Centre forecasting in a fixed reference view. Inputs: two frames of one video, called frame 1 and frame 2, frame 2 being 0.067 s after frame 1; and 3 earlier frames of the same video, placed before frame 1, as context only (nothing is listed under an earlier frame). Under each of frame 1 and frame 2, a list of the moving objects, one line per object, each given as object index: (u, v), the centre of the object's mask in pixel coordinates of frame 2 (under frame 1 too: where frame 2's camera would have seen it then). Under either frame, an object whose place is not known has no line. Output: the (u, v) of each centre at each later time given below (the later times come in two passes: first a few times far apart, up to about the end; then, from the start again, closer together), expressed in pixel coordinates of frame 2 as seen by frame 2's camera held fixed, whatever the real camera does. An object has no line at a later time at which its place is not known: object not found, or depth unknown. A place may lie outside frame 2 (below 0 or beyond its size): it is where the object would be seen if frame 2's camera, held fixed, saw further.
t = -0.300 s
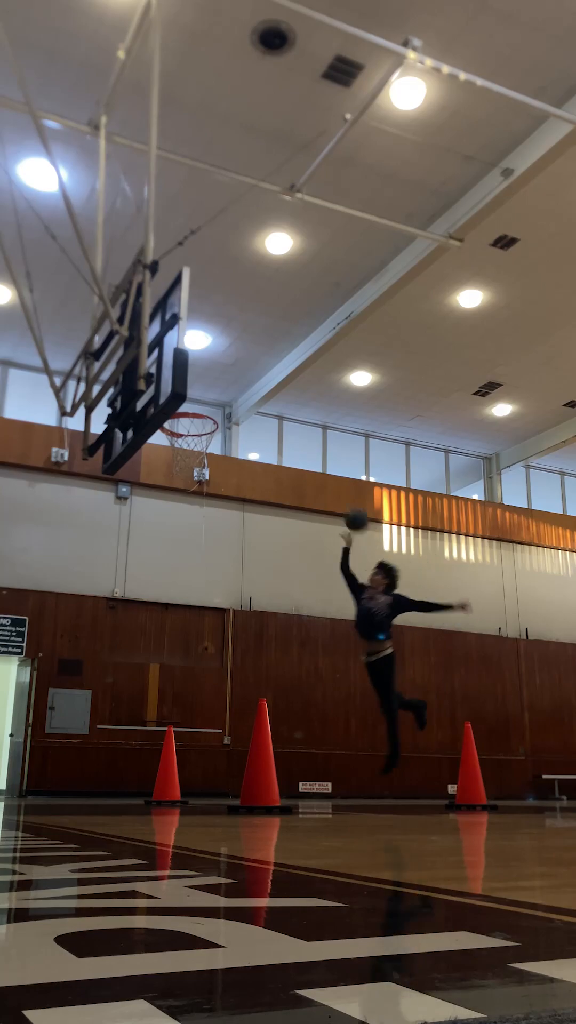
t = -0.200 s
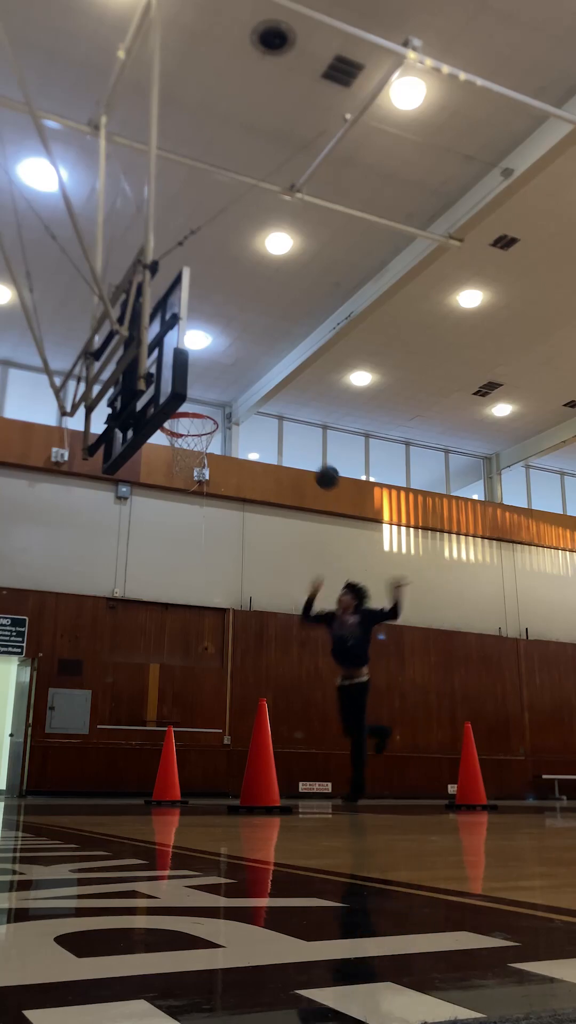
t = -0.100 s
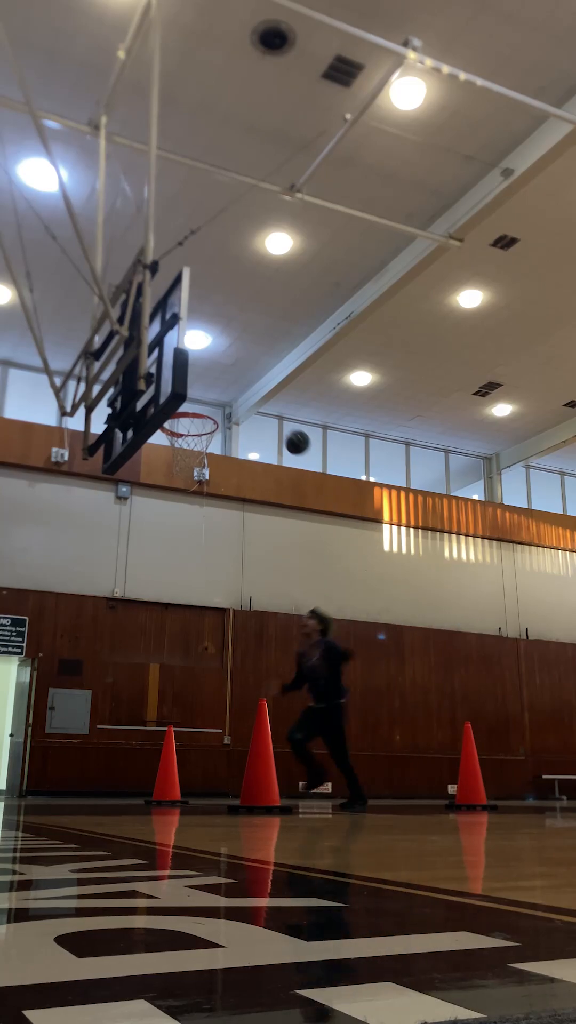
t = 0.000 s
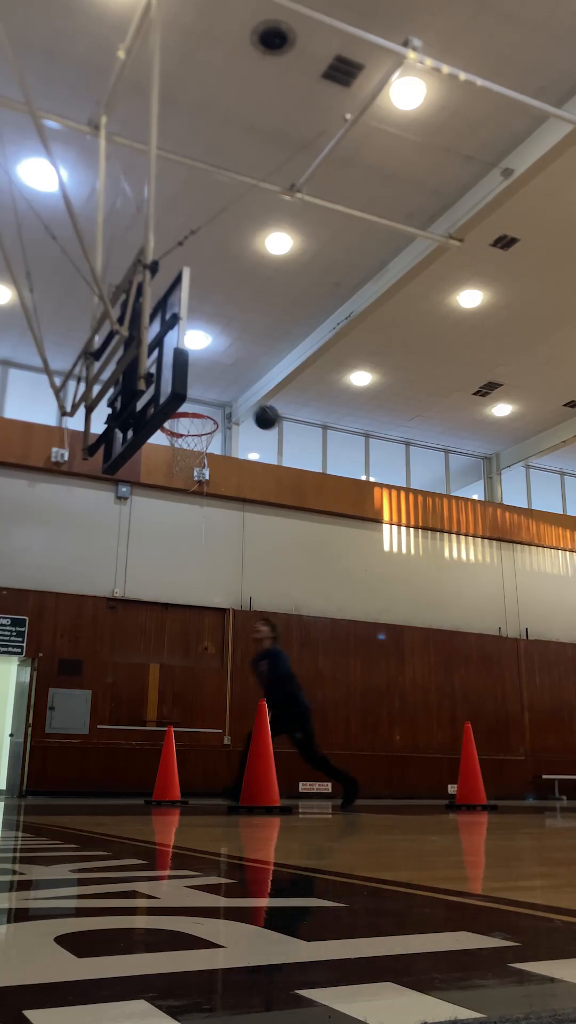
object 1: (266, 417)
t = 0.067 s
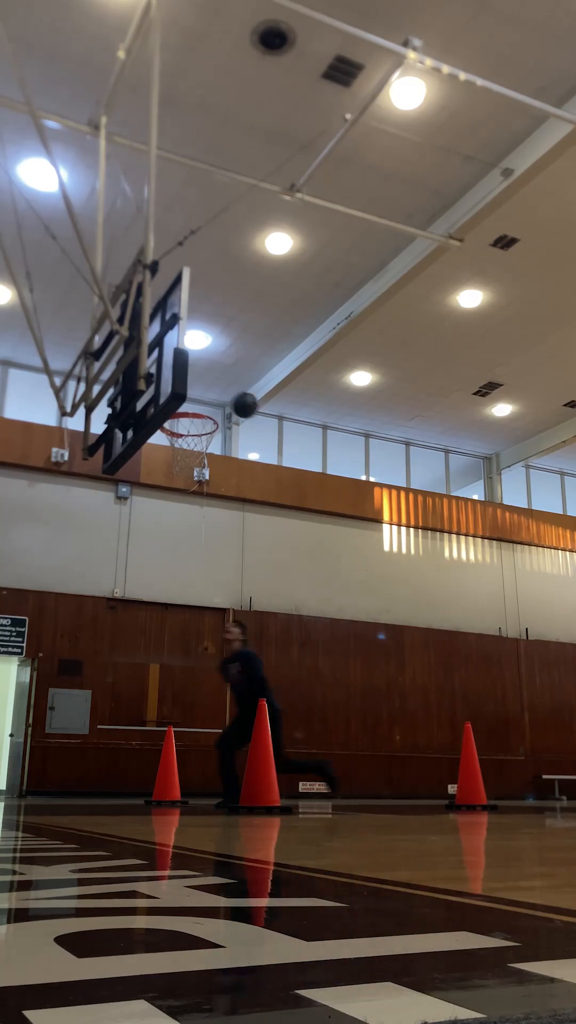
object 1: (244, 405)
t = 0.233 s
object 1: (192, 394)
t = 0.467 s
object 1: (193, 426)
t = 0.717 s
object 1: (191, 440)
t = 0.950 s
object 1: (206, 480)
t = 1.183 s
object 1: (205, 564)
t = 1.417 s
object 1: (201, 719)
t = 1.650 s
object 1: (192, 691)
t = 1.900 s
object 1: (179, 598)
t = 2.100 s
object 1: (167, 581)
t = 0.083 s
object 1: (239, 403)
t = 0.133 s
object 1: (223, 397)
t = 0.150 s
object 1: (217, 396)
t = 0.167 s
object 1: (211, 394)
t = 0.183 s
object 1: (205, 394)
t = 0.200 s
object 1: (200, 393)
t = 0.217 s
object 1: (196, 393)
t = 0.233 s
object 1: (192, 394)
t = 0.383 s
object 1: (173, 421)
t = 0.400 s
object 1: (178, 418)
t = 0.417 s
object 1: (181, 418)
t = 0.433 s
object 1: (185, 419)
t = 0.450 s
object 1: (189, 421)
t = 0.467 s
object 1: (193, 426)
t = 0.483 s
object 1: (199, 427)
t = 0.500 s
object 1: (201, 429)
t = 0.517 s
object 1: (198, 428)
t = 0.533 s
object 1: (194, 428)
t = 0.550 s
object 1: (190, 427)
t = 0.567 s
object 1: (186, 427)
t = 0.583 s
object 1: (183, 427)
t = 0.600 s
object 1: (179, 428)
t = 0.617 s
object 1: (176, 428)
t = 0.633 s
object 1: (177, 429)
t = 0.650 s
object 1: (180, 430)
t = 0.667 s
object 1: (182, 431)
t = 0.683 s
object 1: (185, 434)
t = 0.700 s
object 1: (188, 437)
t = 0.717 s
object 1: (191, 440)
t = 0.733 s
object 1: (194, 444)
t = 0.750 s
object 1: (196, 447)
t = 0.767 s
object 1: (199, 451)
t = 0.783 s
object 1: (201, 454)
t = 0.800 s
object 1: (202, 457)
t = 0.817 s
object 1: (204, 459)
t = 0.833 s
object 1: (204, 461)
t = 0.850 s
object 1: (205, 463)
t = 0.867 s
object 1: (205, 465)
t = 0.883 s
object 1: (206, 468)
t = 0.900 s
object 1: (206, 470)
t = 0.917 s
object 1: (206, 474)
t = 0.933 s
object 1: (206, 477)
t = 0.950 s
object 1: (206, 480)
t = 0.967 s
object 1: (205, 483)
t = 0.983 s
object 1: (205, 488)
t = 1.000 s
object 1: (205, 493)
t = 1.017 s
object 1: (205, 498)
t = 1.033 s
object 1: (205, 503)
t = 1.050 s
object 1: (205, 508)
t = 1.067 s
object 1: (205, 514)
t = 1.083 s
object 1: (205, 520)
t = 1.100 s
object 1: (205, 526)
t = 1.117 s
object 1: (205, 533)
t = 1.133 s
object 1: (205, 540)
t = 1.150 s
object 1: (205, 548)
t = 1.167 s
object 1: (205, 555)
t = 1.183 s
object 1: (205, 564)
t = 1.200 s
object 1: (205, 572)
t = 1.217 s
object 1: (204, 581)
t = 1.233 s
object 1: (204, 590)
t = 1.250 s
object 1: (204, 600)
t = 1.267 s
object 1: (204, 609)
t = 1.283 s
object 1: (203, 622)
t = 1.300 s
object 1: (203, 632)
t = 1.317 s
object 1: (203, 643)
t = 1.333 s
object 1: (202, 656)
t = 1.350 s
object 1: (202, 668)
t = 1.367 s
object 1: (202, 679)
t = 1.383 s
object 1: (201, 692)
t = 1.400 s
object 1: (201, 706)
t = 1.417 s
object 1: (201, 719)
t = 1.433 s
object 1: (201, 735)
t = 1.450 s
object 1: (201, 750)
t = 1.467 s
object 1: (201, 766)
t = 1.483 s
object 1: (201, 781)
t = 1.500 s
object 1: (200, 791)
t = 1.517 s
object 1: (199, 779)
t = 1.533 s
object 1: (198, 766)
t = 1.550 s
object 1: (197, 754)
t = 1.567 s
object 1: (196, 742)
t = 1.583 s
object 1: (195, 731)
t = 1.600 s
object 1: (195, 720)
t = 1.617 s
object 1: (194, 710)
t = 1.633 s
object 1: (194, 700)
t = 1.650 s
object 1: (192, 691)
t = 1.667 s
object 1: (192, 682)
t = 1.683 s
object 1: (191, 673)
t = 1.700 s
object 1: (190, 666)
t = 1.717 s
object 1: (190, 657)
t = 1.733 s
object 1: (189, 650)
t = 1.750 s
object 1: (188, 644)
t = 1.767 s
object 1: (187, 637)
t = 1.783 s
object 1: (186, 631)
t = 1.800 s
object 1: (185, 625)
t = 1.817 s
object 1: (184, 620)
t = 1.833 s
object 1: (183, 615)
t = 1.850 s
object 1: (183, 610)
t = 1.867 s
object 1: (181, 606)
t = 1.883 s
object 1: (180, 602)
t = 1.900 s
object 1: (179, 598)
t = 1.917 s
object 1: (179, 595)
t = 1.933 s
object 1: (178, 591)
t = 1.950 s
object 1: (177, 589)
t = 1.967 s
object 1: (176, 587)
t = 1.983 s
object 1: (175, 585)
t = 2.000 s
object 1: (174, 584)
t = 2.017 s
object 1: (172, 582)
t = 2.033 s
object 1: (171, 581)
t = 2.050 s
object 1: (170, 581)
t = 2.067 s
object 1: (169, 581)
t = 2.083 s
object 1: (168, 581)
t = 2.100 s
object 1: (167, 581)
